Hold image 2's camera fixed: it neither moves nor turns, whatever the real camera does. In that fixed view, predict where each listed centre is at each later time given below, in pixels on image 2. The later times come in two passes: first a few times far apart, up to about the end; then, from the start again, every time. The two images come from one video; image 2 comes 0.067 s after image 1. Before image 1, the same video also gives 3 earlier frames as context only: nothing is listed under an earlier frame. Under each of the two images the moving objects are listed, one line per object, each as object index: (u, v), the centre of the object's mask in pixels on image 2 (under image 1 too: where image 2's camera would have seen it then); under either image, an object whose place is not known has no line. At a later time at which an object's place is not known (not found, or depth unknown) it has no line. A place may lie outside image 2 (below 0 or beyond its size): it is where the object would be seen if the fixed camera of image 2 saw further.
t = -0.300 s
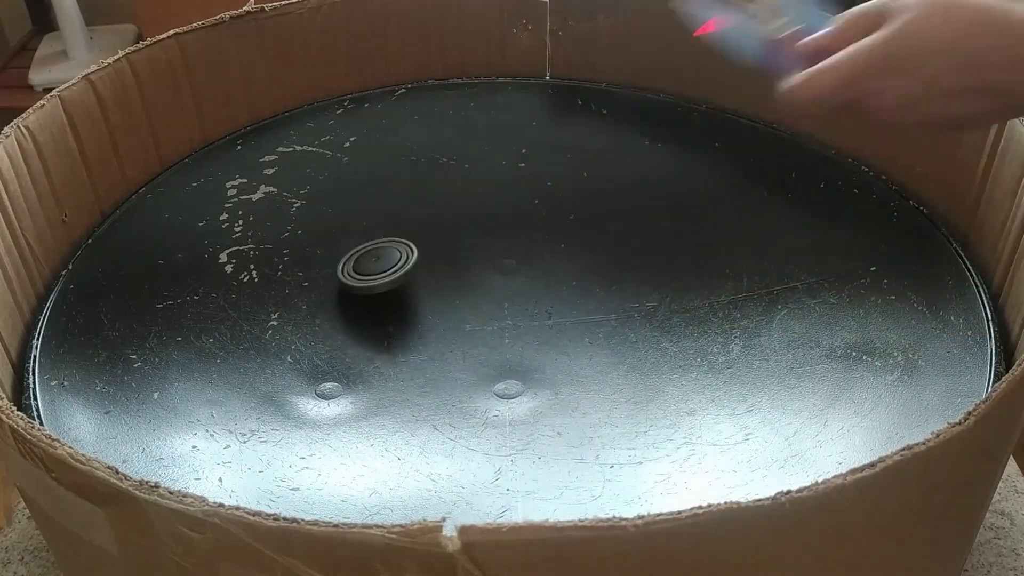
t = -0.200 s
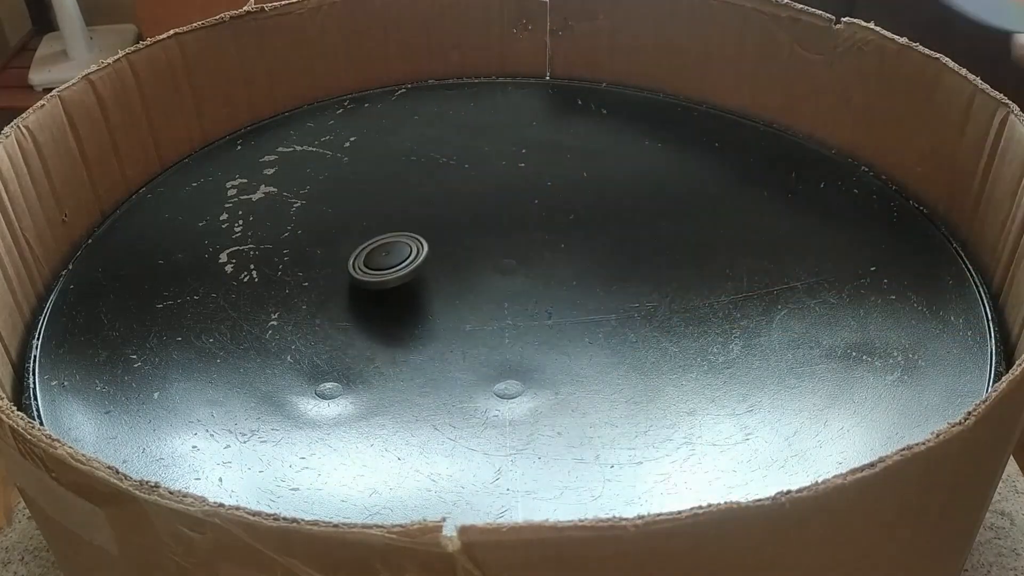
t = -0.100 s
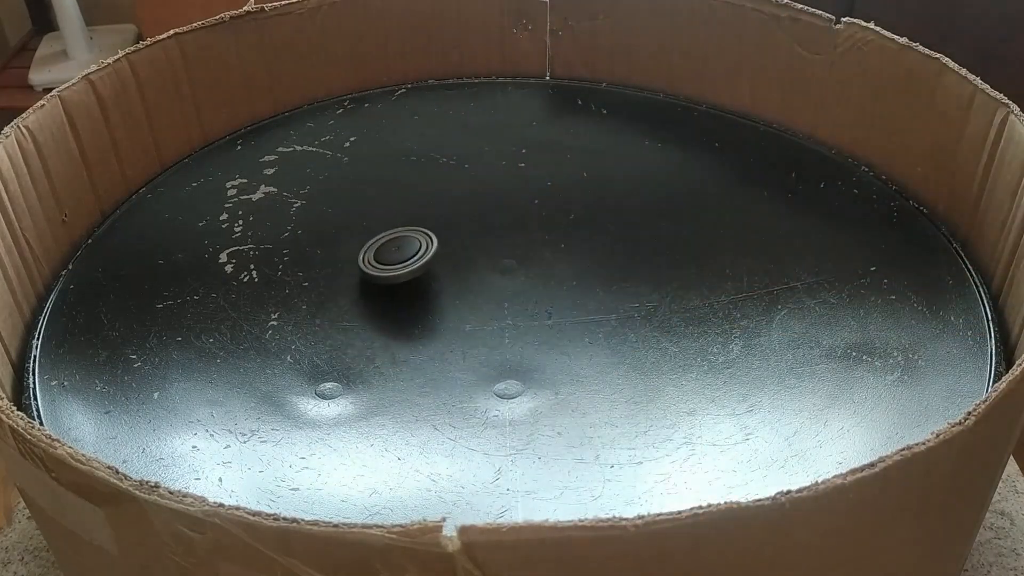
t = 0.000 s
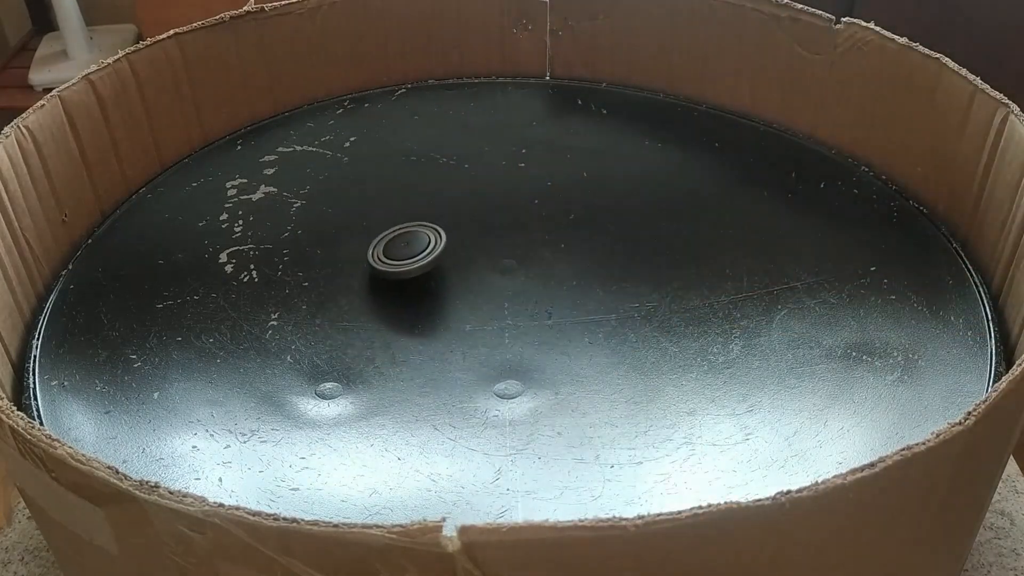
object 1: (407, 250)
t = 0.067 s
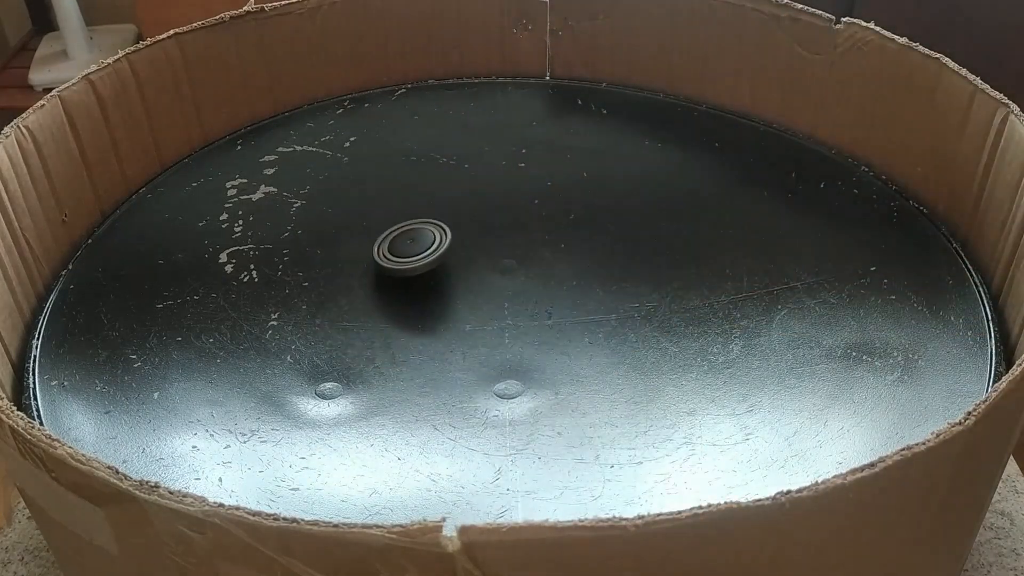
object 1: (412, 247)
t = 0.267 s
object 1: (425, 240)
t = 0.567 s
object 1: (440, 232)
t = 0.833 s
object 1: (447, 229)
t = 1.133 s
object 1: (451, 230)
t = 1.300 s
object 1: (452, 233)
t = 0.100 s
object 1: (414, 246)
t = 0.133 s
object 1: (417, 245)
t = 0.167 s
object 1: (419, 243)
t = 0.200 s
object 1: (421, 242)
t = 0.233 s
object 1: (423, 241)
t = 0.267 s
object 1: (425, 240)
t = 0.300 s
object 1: (427, 239)
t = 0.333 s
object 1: (429, 238)
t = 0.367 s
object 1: (431, 237)
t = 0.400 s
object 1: (433, 236)
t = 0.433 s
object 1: (434, 235)
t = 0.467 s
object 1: (436, 234)
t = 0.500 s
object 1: (437, 234)
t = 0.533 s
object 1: (439, 233)
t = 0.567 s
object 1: (440, 232)
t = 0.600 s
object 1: (441, 232)
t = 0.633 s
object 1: (442, 231)
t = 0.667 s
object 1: (443, 231)
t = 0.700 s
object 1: (444, 230)
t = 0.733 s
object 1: (445, 230)
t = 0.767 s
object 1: (446, 229)
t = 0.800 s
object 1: (446, 229)
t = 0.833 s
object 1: (447, 229)
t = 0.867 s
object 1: (448, 229)
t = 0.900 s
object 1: (449, 229)
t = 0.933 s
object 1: (449, 229)
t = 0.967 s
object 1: (450, 229)
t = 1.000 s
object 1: (450, 229)
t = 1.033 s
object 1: (450, 229)
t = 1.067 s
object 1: (451, 229)
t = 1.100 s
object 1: (451, 230)
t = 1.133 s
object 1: (451, 230)
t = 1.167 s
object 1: (451, 231)
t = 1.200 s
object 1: (451, 231)
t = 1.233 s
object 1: (451, 232)
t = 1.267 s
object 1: (452, 232)
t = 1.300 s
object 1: (452, 233)
